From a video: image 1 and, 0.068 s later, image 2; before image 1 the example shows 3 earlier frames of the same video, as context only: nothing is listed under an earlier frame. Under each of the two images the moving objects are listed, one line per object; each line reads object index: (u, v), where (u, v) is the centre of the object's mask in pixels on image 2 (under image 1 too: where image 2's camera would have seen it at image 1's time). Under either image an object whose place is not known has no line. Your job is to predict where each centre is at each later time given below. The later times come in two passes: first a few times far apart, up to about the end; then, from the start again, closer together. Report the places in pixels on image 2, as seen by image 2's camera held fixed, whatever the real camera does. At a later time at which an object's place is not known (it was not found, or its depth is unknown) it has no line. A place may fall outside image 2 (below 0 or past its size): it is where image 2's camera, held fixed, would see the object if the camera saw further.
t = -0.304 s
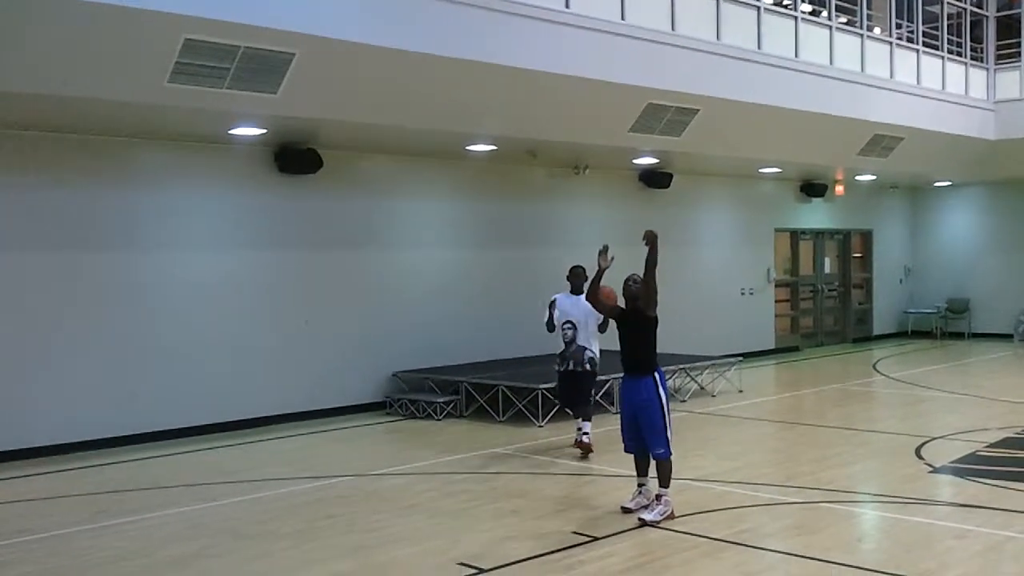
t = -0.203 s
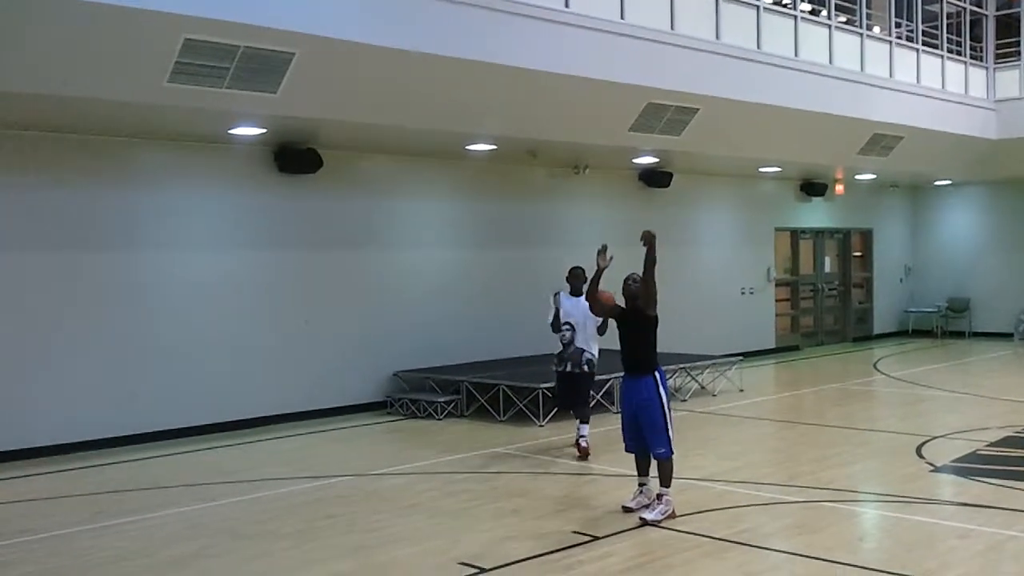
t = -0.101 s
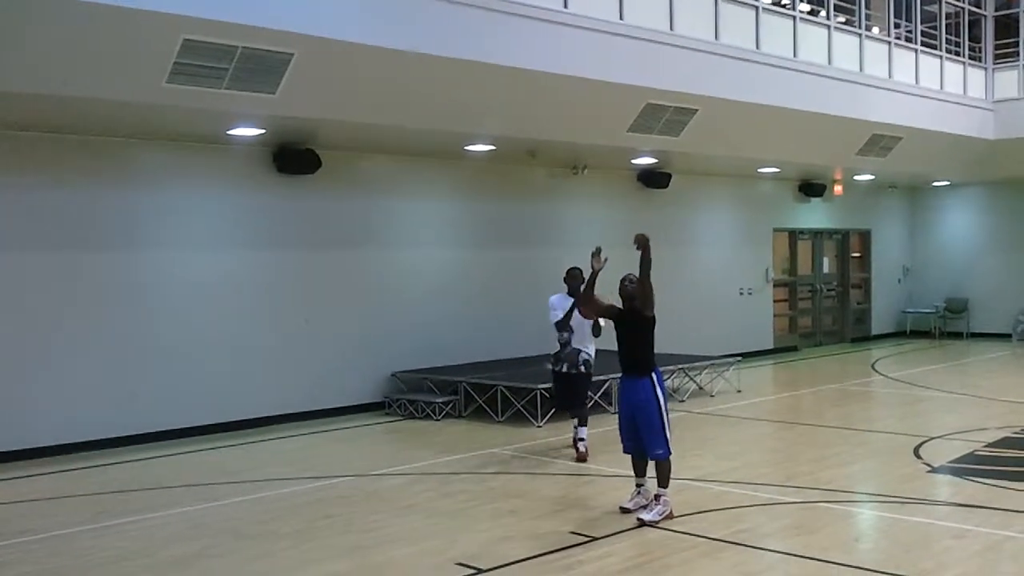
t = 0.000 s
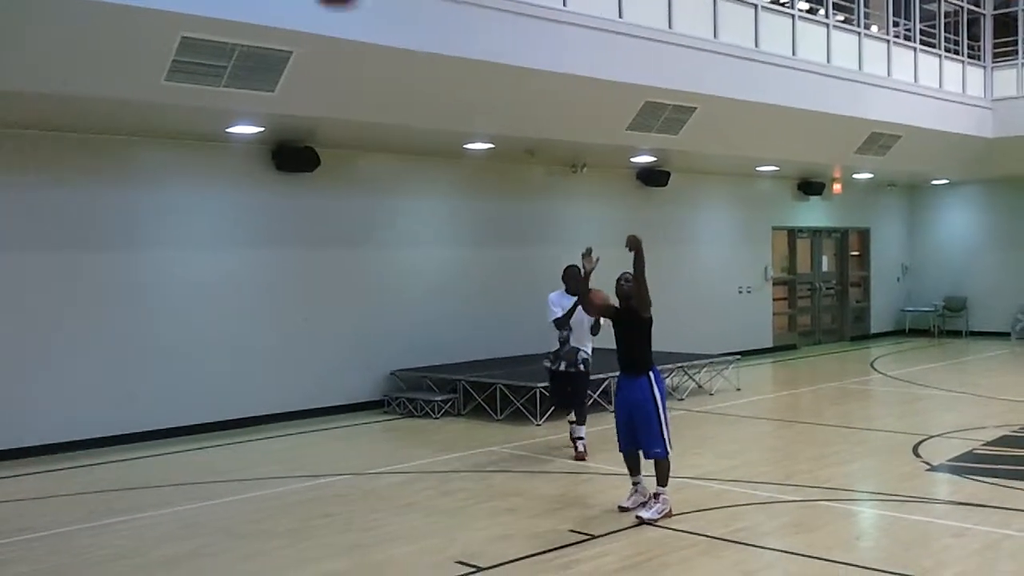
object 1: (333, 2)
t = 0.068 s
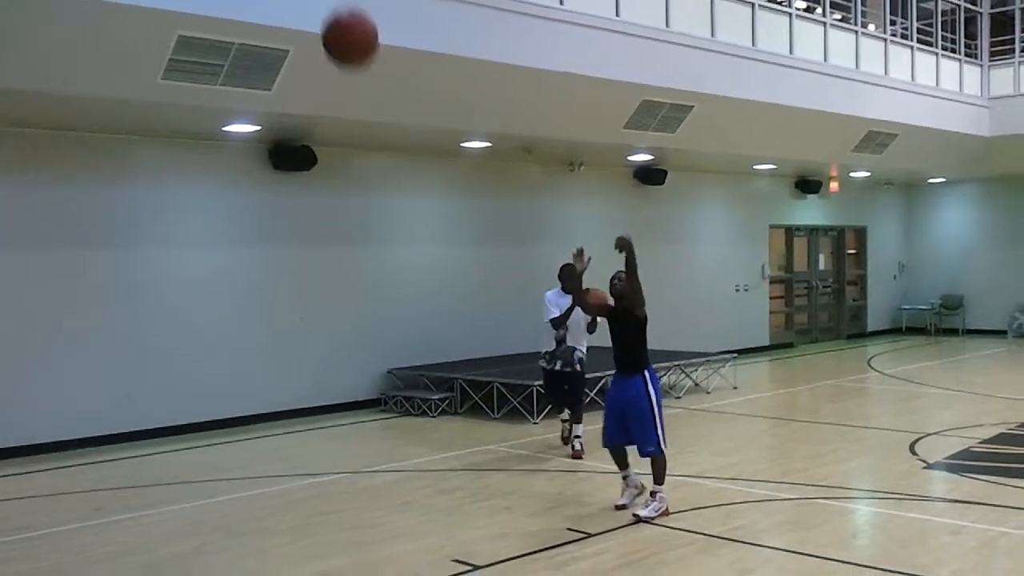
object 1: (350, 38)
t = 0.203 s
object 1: (381, 177)
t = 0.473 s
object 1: (430, 476)
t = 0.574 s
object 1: (441, 490)
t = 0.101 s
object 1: (358, 73)
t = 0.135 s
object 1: (366, 108)
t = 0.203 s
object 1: (381, 177)
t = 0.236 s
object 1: (388, 211)
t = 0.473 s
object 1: (430, 476)
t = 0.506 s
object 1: (435, 516)
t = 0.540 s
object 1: (439, 523)
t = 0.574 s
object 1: (441, 490)
